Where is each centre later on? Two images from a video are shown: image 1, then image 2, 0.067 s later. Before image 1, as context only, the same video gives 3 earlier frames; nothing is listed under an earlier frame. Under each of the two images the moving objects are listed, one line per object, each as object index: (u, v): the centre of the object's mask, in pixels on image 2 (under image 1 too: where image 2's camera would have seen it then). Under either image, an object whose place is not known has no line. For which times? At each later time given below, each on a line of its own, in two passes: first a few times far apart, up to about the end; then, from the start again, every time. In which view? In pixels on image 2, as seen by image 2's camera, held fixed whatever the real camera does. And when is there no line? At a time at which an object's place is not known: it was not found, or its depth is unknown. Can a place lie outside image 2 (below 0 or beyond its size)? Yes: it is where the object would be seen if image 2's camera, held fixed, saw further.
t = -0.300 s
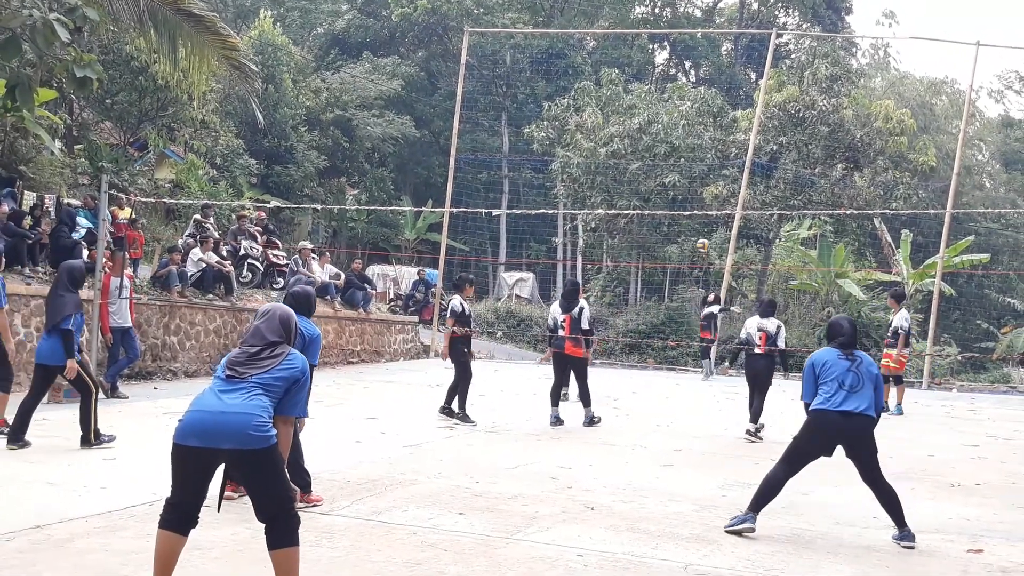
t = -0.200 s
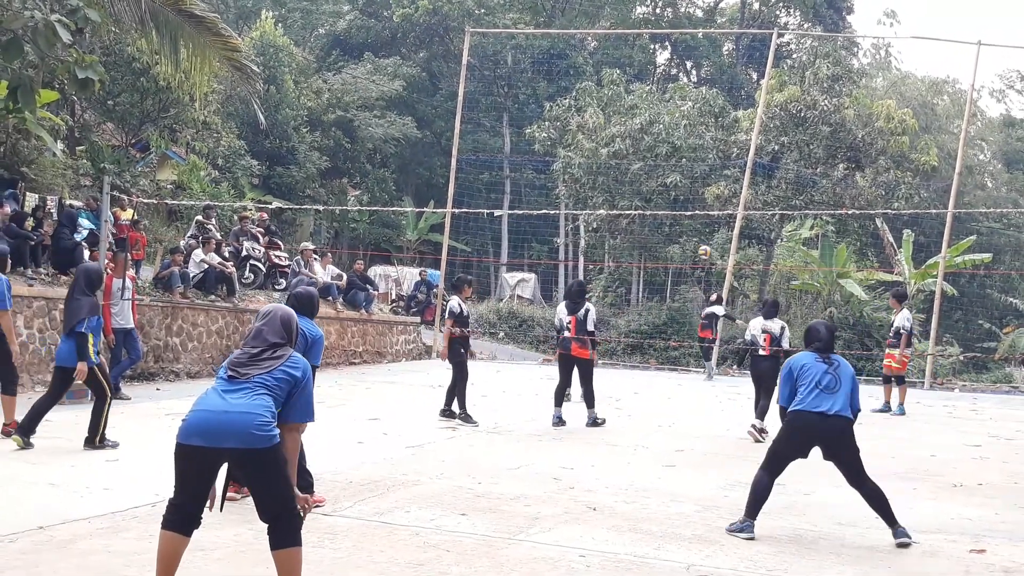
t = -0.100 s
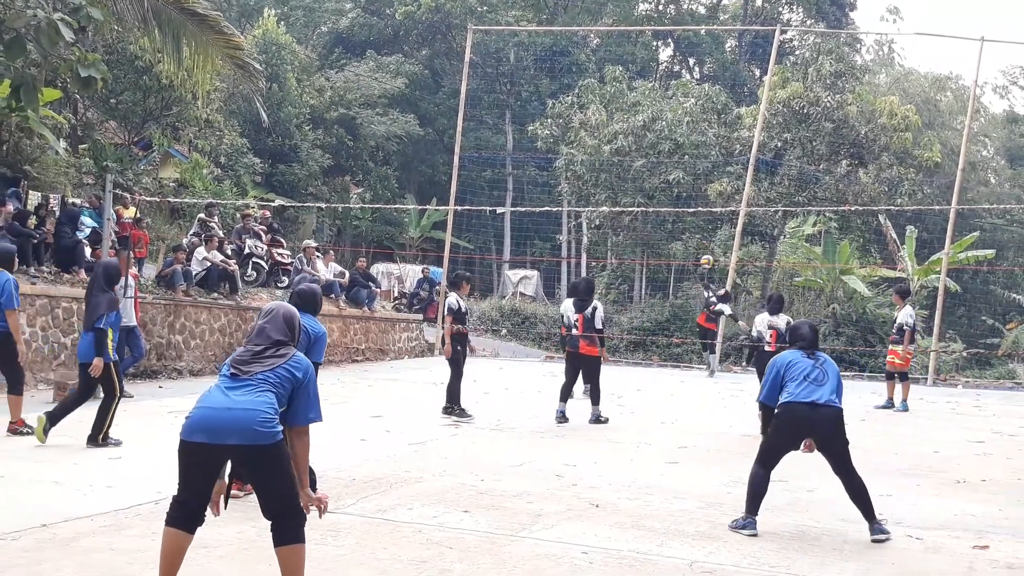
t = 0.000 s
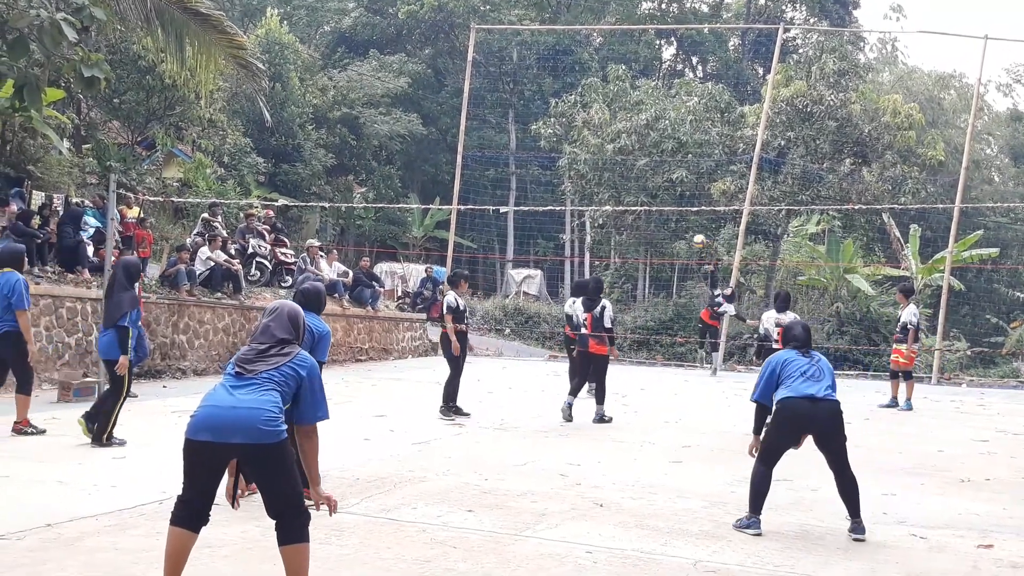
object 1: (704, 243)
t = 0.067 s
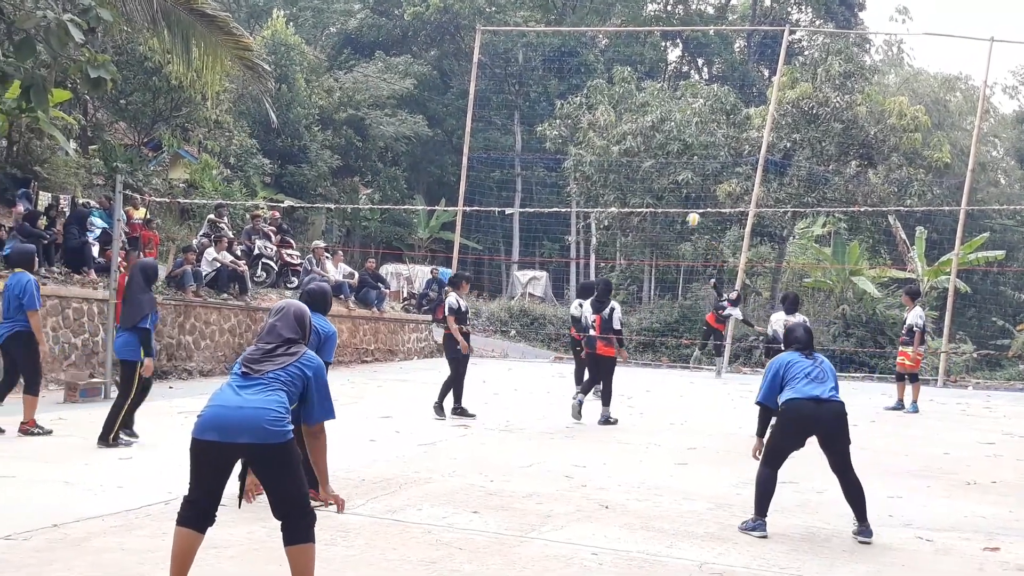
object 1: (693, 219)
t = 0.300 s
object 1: (645, 148)
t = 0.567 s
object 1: (558, 100)
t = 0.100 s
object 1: (687, 208)
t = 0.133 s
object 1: (681, 197)
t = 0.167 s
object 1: (674, 186)
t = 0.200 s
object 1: (668, 176)
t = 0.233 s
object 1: (661, 165)
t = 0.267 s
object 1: (654, 156)
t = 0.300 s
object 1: (645, 148)
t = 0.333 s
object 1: (636, 140)
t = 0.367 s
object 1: (627, 133)
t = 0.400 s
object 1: (617, 125)
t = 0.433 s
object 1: (606, 118)
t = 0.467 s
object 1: (594, 112)
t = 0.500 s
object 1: (584, 107)
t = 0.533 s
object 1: (571, 103)
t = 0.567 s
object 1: (558, 100)
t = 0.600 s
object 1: (544, 99)
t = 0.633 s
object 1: (529, 98)
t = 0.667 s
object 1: (514, 98)
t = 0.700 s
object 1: (497, 100)
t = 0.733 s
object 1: (480, 104)
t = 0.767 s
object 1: (461, 109)
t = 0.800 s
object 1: (442, 115)
